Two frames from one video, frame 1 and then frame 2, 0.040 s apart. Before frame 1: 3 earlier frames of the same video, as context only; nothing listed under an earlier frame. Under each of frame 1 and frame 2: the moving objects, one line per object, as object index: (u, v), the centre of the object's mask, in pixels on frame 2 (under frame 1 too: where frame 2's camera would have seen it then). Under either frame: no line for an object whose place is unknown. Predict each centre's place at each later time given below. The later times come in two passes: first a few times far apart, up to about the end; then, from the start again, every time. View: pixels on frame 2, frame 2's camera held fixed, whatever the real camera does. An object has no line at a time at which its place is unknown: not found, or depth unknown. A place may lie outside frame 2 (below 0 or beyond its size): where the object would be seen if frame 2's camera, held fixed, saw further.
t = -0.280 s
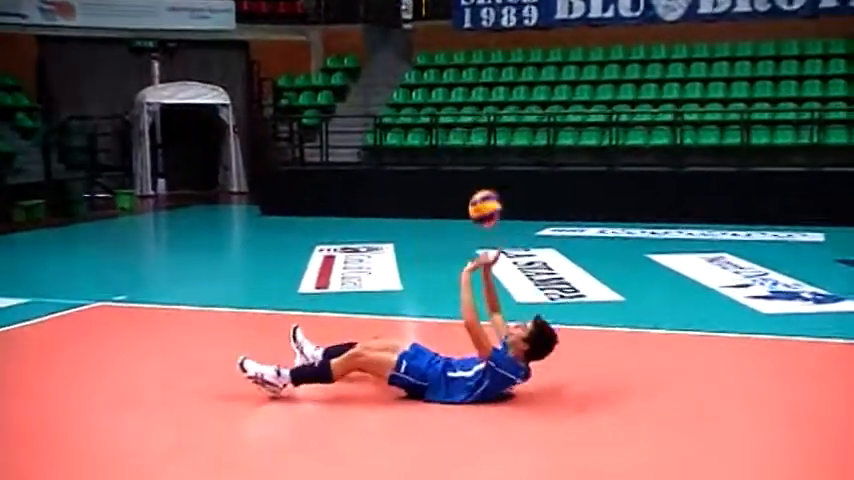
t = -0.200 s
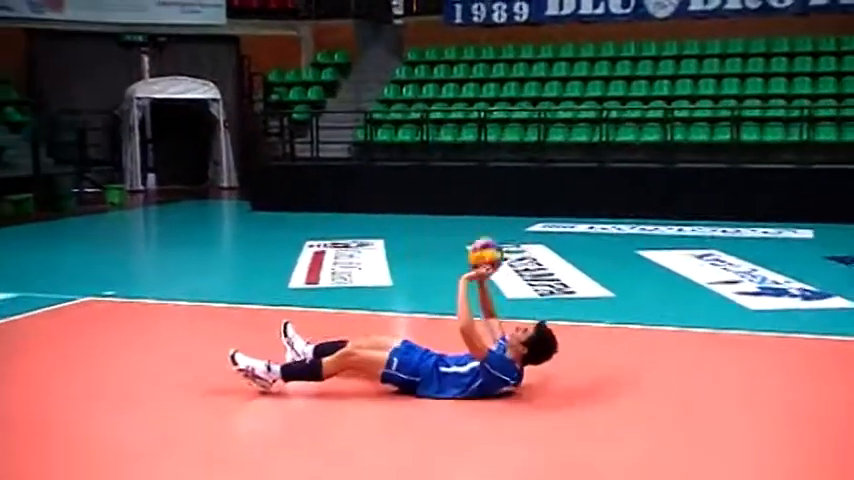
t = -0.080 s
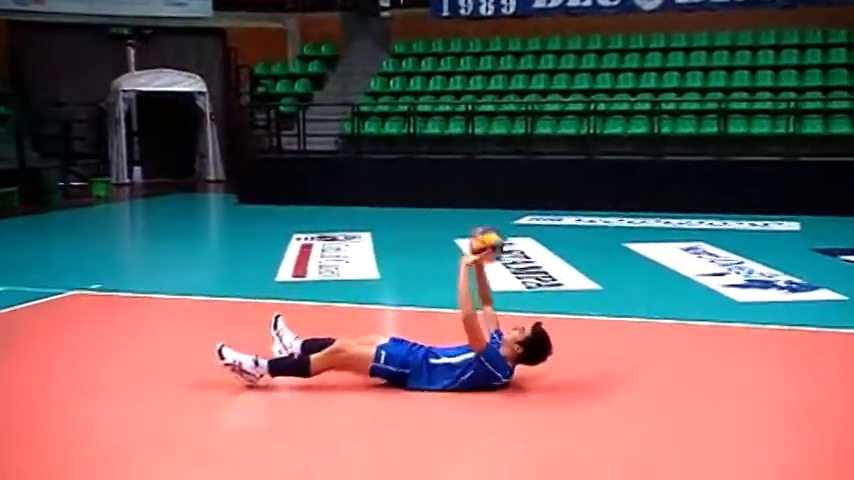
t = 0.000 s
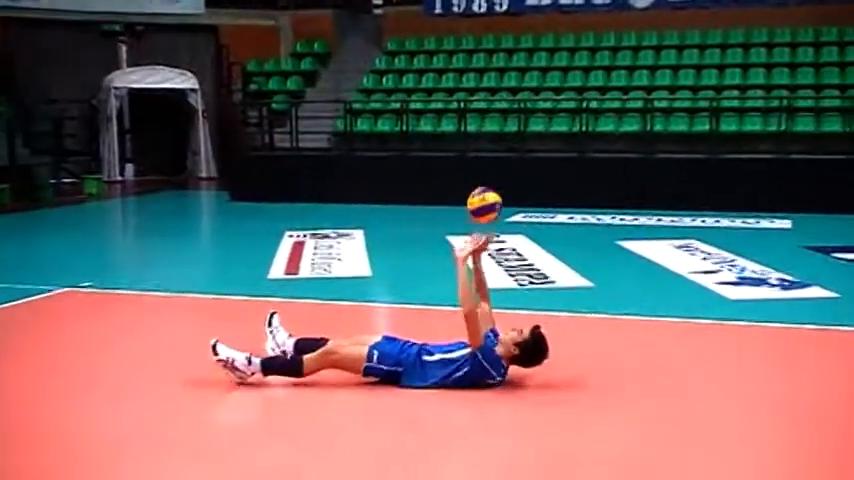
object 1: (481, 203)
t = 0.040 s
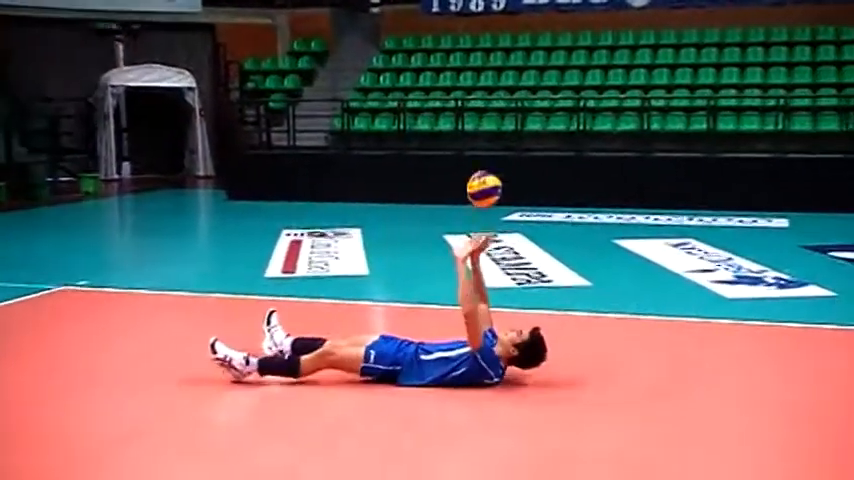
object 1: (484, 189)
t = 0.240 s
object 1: (498, 154)
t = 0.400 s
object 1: (509, 174)
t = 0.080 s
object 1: (487, 177)
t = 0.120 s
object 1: (489, 167)
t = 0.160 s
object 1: (492, 160)
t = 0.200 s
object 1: (495, 156)
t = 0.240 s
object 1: (498, 154)
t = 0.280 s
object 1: (500, 155)
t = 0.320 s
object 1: (503, 159)
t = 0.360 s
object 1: (506, 165)
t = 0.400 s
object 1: (509, 174)
